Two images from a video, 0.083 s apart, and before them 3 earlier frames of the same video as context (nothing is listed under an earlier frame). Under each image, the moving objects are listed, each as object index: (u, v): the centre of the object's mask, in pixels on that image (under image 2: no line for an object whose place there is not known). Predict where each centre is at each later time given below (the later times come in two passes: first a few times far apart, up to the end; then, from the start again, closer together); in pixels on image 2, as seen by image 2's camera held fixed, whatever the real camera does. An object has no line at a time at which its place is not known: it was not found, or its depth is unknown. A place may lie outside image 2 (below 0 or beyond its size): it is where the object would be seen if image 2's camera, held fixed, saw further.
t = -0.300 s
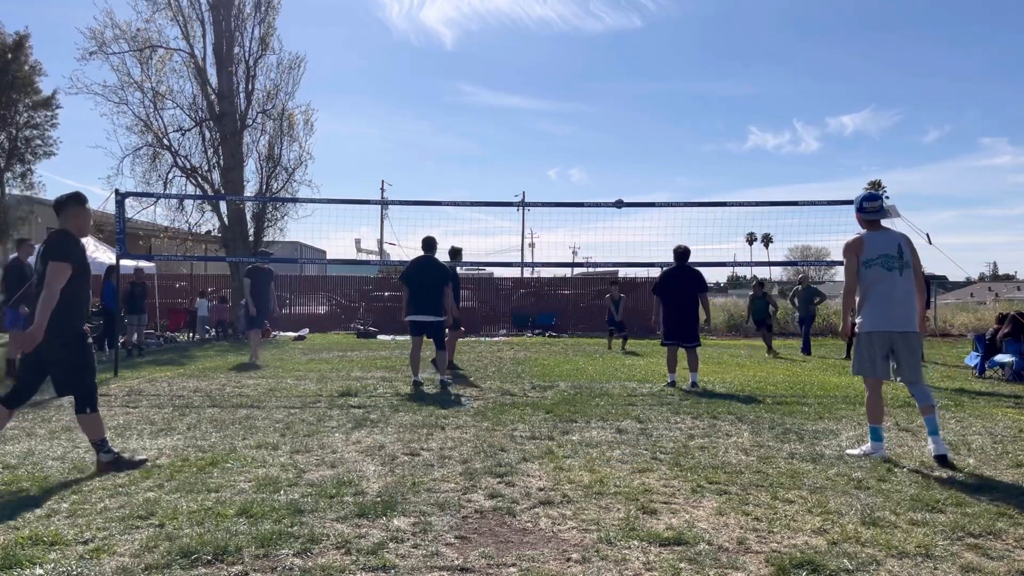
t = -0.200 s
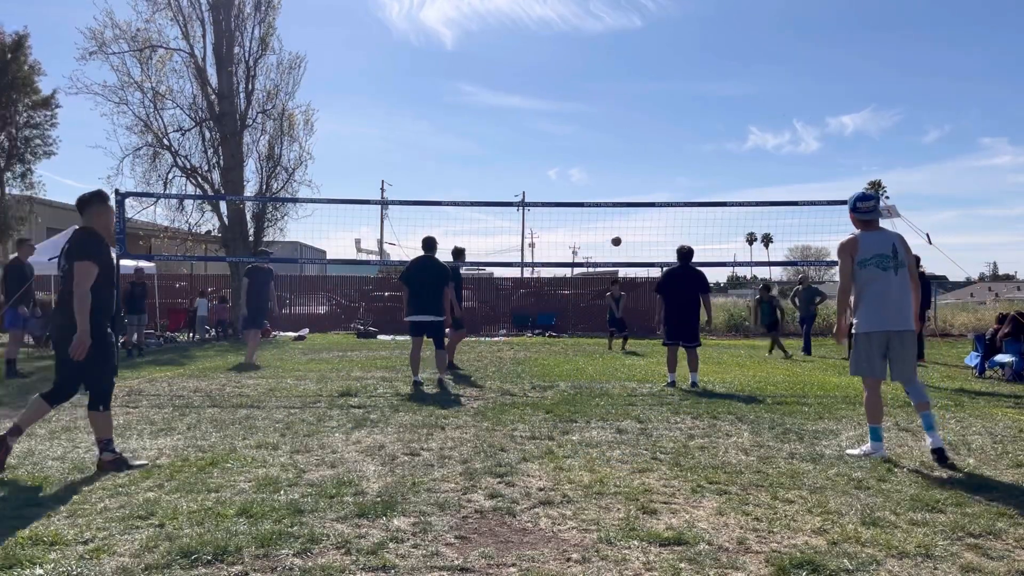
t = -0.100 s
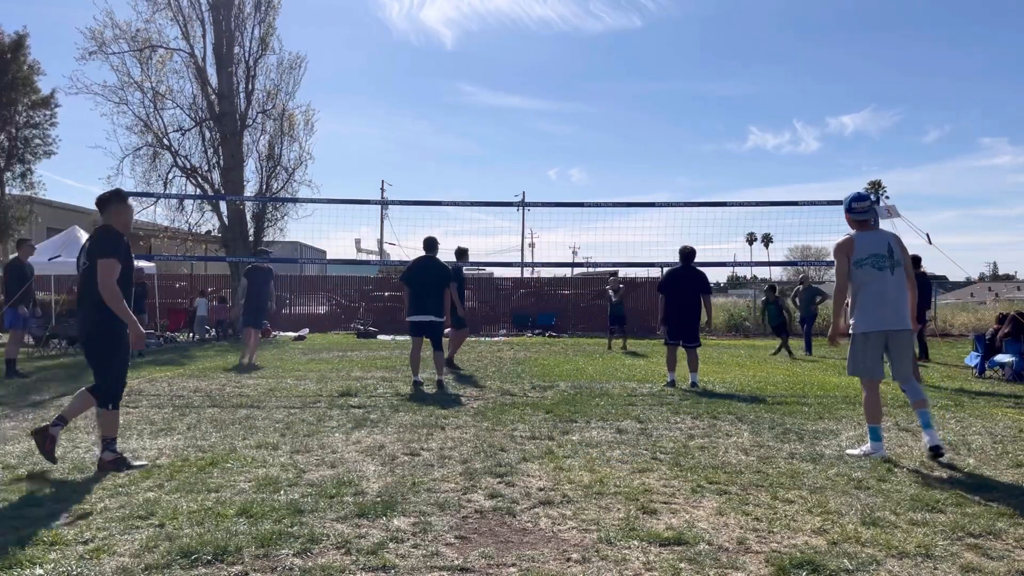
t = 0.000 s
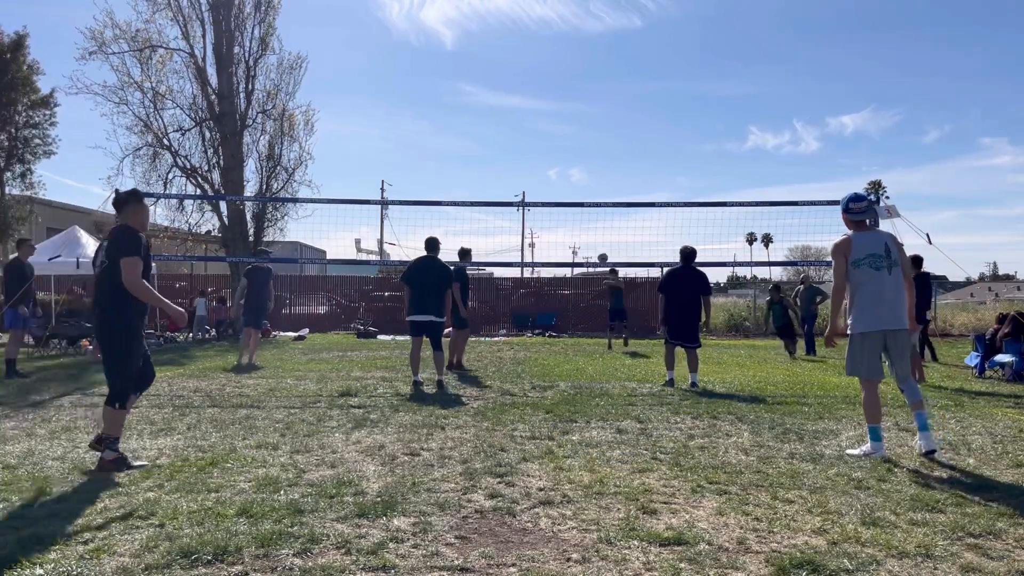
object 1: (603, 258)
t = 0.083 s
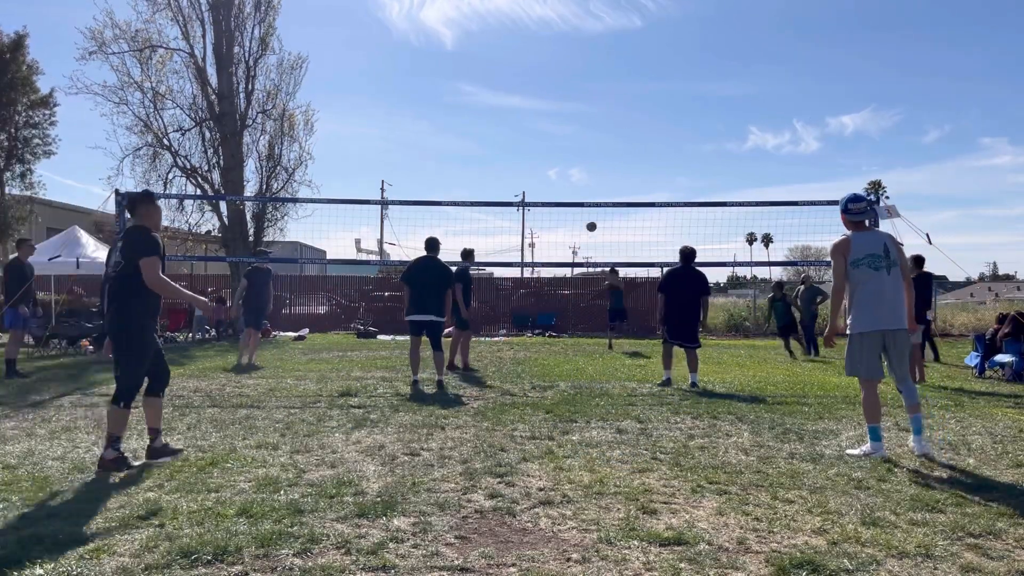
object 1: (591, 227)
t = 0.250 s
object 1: (567, 173)
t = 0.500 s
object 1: (528, 114)
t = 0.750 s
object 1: (484, 85)
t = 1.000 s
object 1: (436, 91)
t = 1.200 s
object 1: (393, 122)
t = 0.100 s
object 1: (589, 221)
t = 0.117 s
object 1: (586, 215)
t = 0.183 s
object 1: (577, 193)
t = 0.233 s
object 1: (569, 178)
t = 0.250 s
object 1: (567, 173)
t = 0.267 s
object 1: (564, 168)
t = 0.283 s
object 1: (562, 163)
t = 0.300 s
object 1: (559, 159)
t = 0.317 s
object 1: (557, 154)
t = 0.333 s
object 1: (554, 150)
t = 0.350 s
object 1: (552, 146)
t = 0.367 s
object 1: (549, 142)
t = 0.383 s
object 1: (546, 138)
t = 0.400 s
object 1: (544, 134)
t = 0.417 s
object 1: (541, 131)
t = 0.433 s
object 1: (538, 127)
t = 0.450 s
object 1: (536, 123)
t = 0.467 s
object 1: (533, 120)
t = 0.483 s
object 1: (530, 117)
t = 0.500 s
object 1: (528, 114)
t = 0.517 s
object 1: (525, 111)
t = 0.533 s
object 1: (522, 109)
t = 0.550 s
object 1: (519, 106)
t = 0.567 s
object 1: (516, 104)
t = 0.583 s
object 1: (514, 101)
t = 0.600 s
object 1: (511, 99)
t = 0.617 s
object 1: (508, 97)
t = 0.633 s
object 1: (505, 95)
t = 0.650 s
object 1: (502, 93)
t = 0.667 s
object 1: (499, 91)
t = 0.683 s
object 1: (496, 90)
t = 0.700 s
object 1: (493, 89)
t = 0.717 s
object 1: (491, 87)
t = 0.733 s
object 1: (487, 86)
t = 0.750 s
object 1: (484, 85)
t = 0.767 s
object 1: (481, 85)
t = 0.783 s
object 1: (478, 84)
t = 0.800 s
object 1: (475, 84)
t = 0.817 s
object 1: (472, 83)
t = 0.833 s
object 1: (469, 83)
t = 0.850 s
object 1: (466, 83)
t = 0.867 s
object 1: (463, 83)
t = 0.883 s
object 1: (459, 84)
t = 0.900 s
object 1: (456, 84)
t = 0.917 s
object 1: (453, 85)
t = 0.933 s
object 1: (450, 86)
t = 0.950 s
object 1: (446, 86)
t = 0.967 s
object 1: (443, 88)
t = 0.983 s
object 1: (440, 89)
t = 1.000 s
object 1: (436, 91)
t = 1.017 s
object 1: (433, 92)
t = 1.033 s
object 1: (429, 94)
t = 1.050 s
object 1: (426, 96)
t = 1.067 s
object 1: (422, 98)
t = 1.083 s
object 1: (419, 101)
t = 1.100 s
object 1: (415, 103)
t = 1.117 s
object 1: (411, 106)
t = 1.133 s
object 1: (408, 109)
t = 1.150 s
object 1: (404, 112)
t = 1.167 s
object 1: (401, 115)
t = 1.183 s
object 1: (397, 118)
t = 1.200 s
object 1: (393, 122)
